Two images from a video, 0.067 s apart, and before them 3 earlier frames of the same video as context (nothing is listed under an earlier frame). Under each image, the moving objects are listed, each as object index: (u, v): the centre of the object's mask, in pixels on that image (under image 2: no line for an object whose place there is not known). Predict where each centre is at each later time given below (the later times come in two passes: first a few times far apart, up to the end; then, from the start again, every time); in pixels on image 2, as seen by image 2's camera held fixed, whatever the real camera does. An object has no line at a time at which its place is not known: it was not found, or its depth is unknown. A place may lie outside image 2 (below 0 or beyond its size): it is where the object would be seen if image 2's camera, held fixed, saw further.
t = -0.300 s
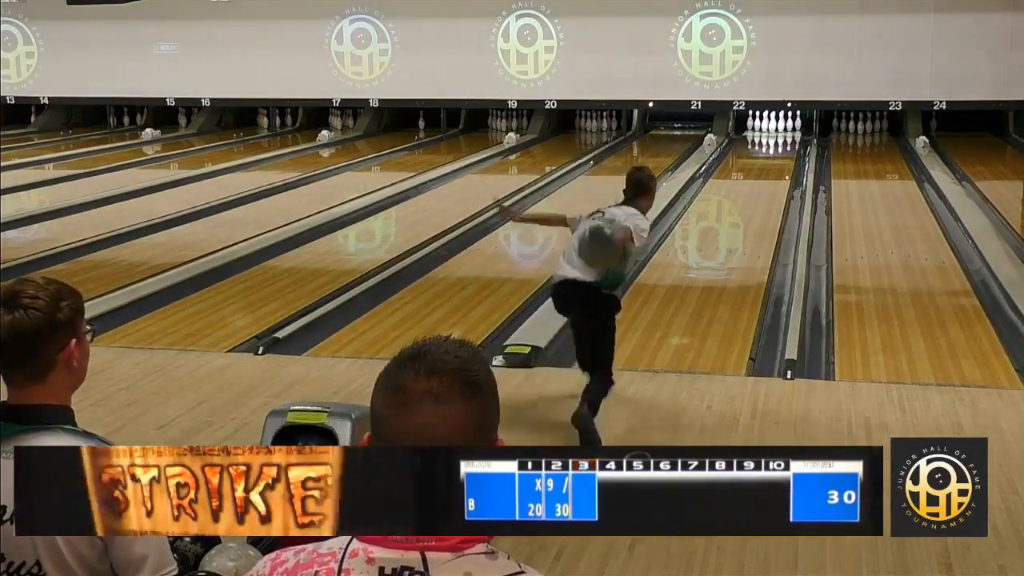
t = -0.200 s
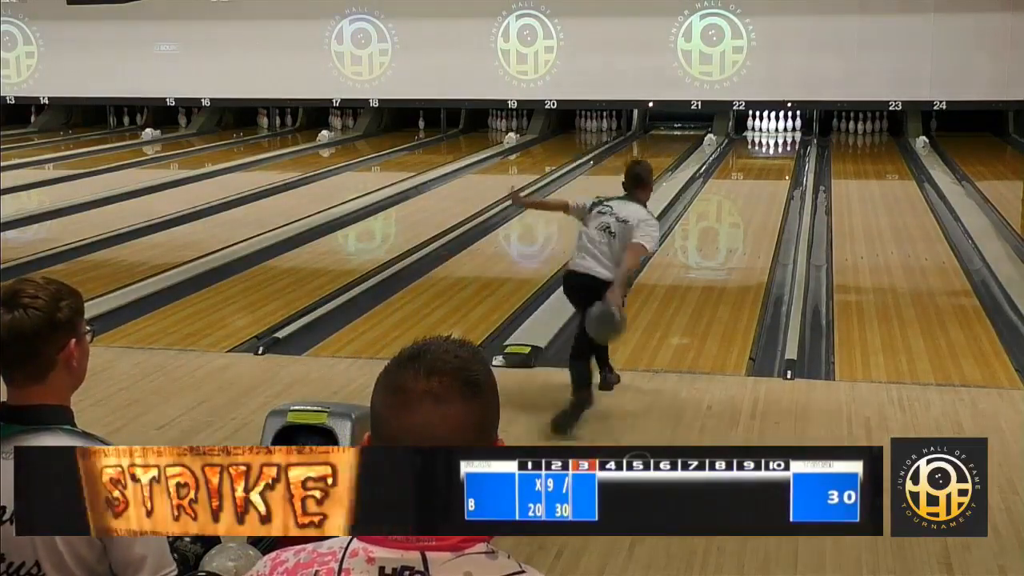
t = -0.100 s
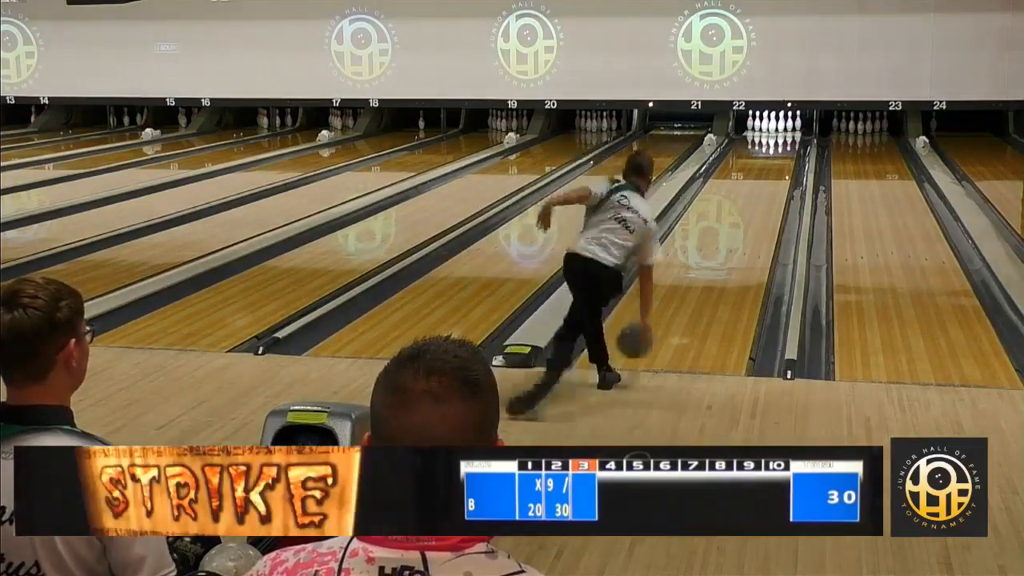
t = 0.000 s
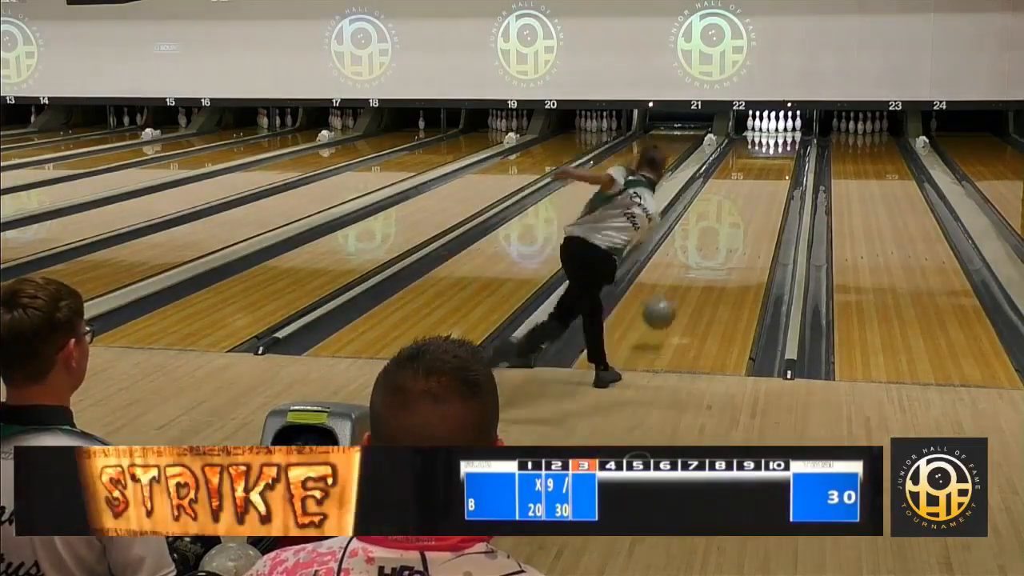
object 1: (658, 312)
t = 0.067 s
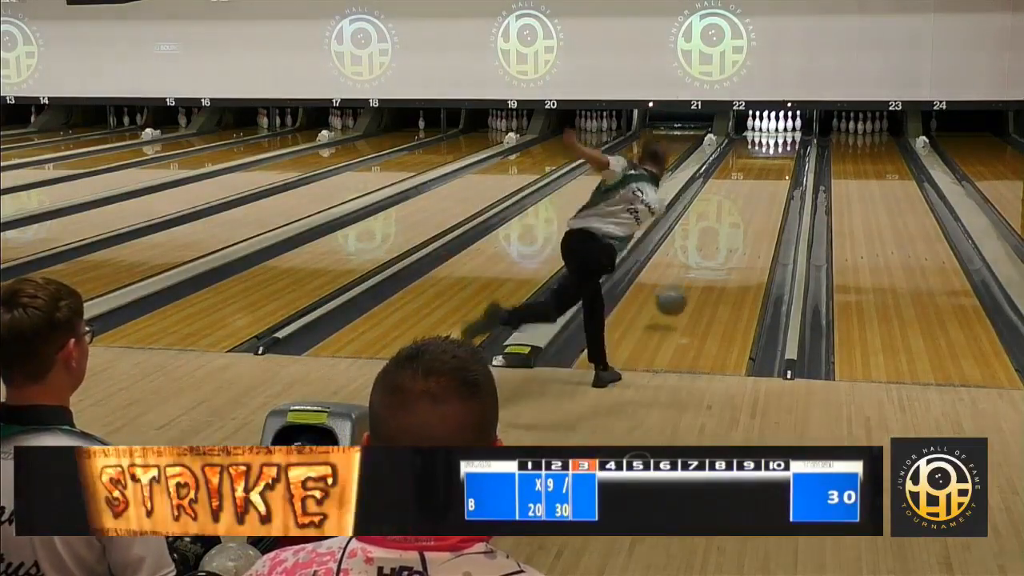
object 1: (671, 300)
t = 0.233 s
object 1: (697, 278)
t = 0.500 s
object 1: (726, 236)
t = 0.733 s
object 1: (745, 208)
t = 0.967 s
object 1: (758, 187)
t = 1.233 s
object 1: (771, 169)
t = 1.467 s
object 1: (777, 154)
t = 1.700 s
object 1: (782, 144)
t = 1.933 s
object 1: (782, 136)
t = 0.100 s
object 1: (677, 296)
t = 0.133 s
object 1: (682, 295)
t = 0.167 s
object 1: (687, 293)
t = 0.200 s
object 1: (692, 285)
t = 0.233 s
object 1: (697, 278)
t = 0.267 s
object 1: (702, 272)
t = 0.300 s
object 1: (706, 266)
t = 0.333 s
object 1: (709, 261)
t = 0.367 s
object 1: (713, 255)
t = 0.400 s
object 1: (717, 250)
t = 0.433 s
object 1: (720, 245)
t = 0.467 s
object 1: (723, 240)
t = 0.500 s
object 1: (726, 236)
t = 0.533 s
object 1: (730, 231)
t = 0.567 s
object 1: (733, 227)
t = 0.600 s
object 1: (735, 223)
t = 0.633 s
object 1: (738, 219)
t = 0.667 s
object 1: (740, 215)
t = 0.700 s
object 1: (743, 212)
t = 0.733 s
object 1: (745, 208)
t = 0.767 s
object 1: (747, 204)
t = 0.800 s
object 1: (749, 201)
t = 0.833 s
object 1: (751, 198)
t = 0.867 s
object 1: (753, 195)
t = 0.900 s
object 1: (754, 193)
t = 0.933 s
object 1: (757, 190)
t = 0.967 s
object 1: (758, 187)
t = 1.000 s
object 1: (760, 184)
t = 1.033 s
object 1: (761, 181)
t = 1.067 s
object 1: (763, 179)
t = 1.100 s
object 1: (765, 176)
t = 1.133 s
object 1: (766, 174)
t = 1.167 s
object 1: (767, 173)
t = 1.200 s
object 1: (769, 171)
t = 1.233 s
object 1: (771, 169)
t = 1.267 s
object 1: (772, 167)
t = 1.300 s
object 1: (773, 164)
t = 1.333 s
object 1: (774, 162)
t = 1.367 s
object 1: (774, 160)
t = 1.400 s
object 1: (776, 159)
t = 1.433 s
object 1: (776, 157)
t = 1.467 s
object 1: (777, 154)
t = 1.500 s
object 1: (778, 153)
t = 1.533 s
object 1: (779, 153)
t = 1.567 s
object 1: (779, 149)
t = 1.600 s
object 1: (781, 148)
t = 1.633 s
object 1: (780, 147)
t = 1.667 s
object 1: (781, 146)
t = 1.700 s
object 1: (782, 144)
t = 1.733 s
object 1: (782, 143)
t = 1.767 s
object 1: (782, 142)
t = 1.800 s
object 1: (782, 141)
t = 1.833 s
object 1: (782, 139)
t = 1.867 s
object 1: (782, 138)
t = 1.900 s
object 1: (782, 137)
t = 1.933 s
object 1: (782, 136)
